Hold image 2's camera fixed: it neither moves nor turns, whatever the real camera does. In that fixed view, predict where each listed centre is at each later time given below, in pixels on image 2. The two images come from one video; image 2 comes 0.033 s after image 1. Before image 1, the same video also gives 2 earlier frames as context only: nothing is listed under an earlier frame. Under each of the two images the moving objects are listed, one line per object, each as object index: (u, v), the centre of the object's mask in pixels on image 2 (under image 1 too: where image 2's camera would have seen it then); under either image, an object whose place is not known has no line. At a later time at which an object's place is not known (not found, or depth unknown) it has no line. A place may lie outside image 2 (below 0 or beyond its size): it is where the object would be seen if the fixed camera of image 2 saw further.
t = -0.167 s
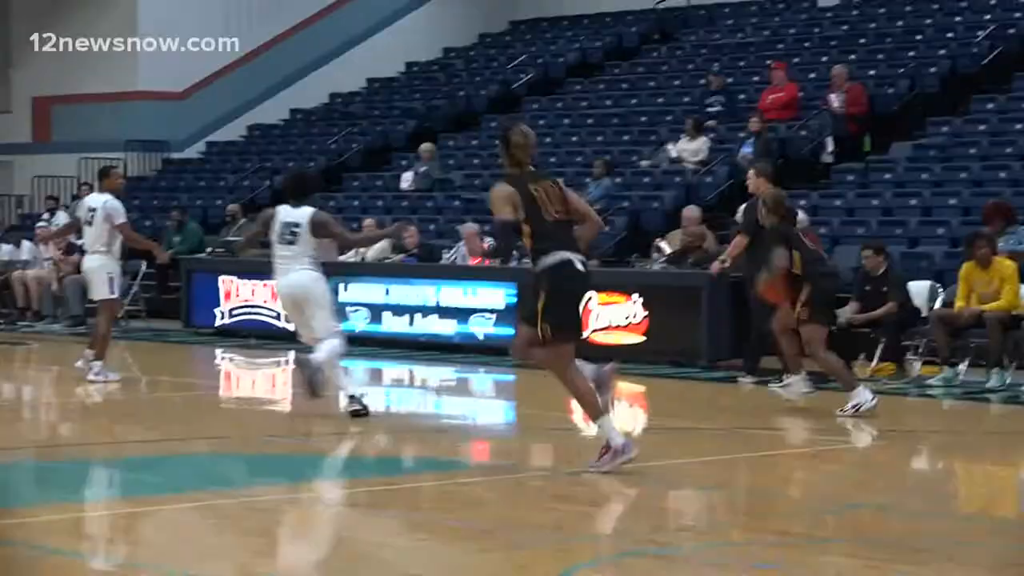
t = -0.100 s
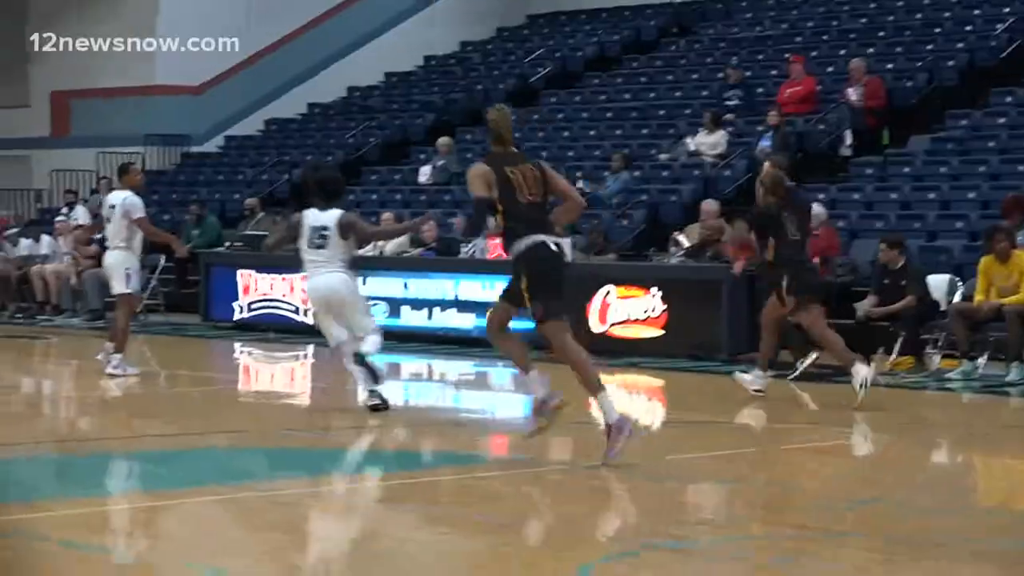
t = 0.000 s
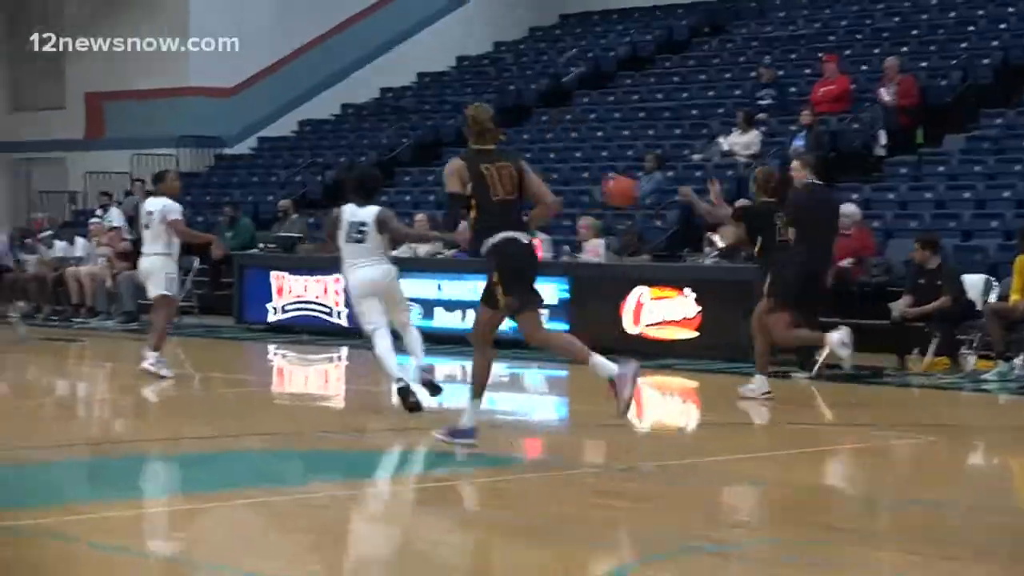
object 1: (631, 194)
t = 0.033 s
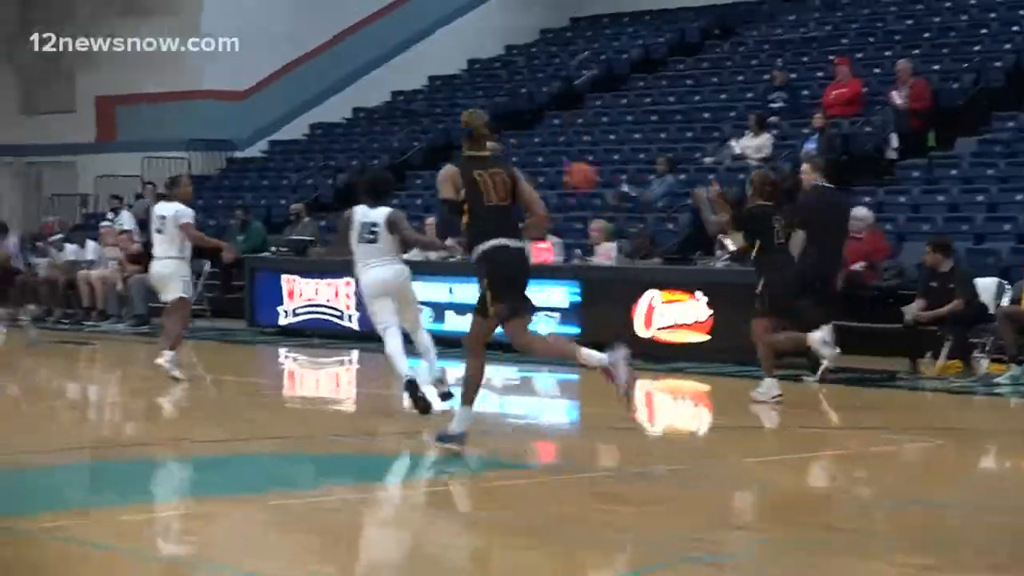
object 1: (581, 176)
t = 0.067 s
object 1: (534, 162)
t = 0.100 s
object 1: (486, 149)
